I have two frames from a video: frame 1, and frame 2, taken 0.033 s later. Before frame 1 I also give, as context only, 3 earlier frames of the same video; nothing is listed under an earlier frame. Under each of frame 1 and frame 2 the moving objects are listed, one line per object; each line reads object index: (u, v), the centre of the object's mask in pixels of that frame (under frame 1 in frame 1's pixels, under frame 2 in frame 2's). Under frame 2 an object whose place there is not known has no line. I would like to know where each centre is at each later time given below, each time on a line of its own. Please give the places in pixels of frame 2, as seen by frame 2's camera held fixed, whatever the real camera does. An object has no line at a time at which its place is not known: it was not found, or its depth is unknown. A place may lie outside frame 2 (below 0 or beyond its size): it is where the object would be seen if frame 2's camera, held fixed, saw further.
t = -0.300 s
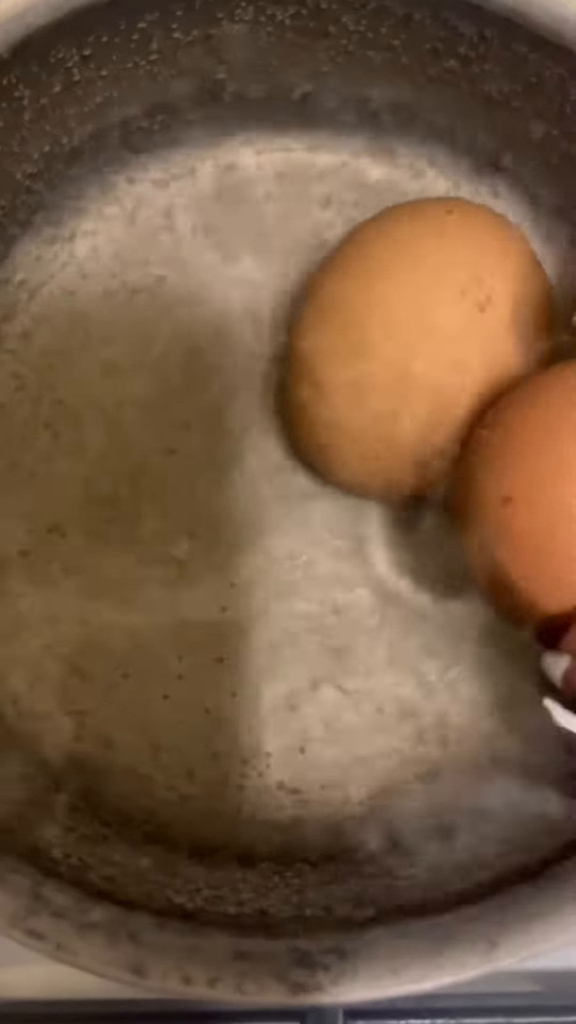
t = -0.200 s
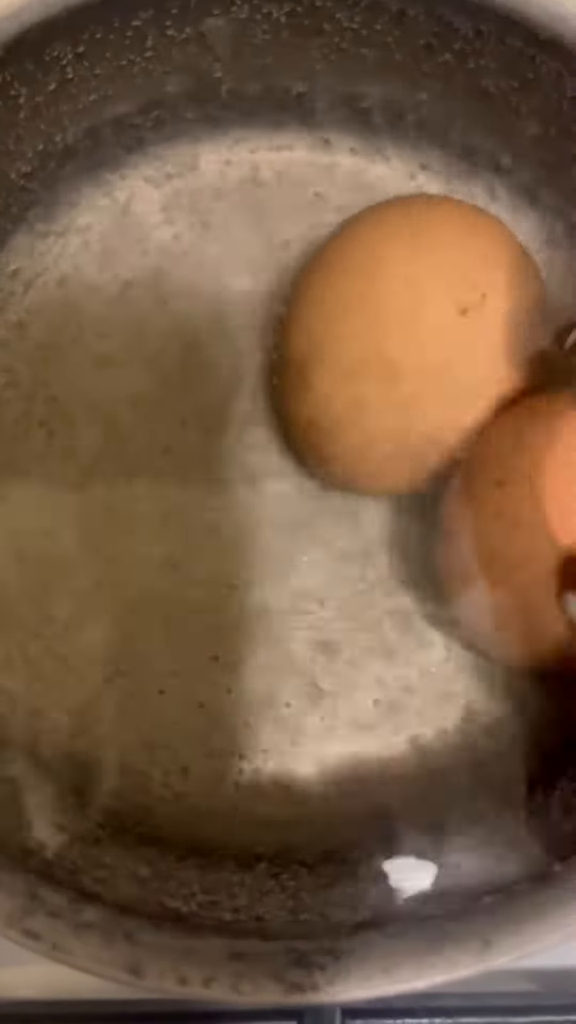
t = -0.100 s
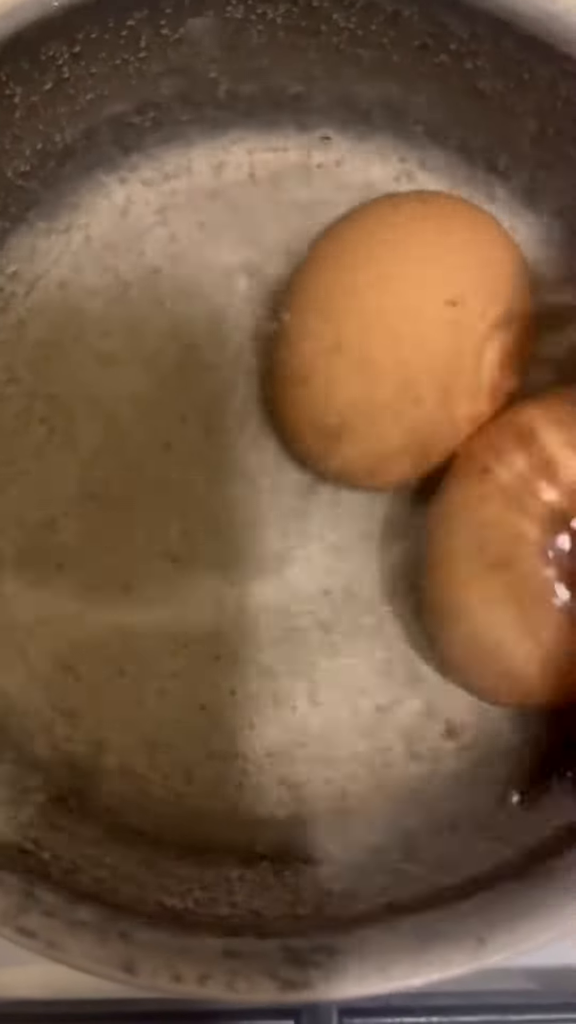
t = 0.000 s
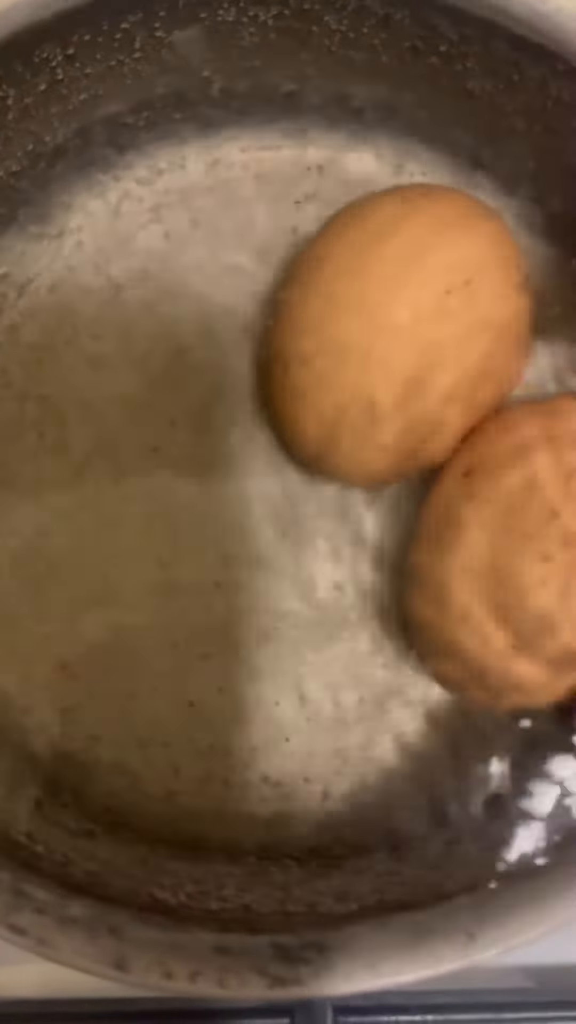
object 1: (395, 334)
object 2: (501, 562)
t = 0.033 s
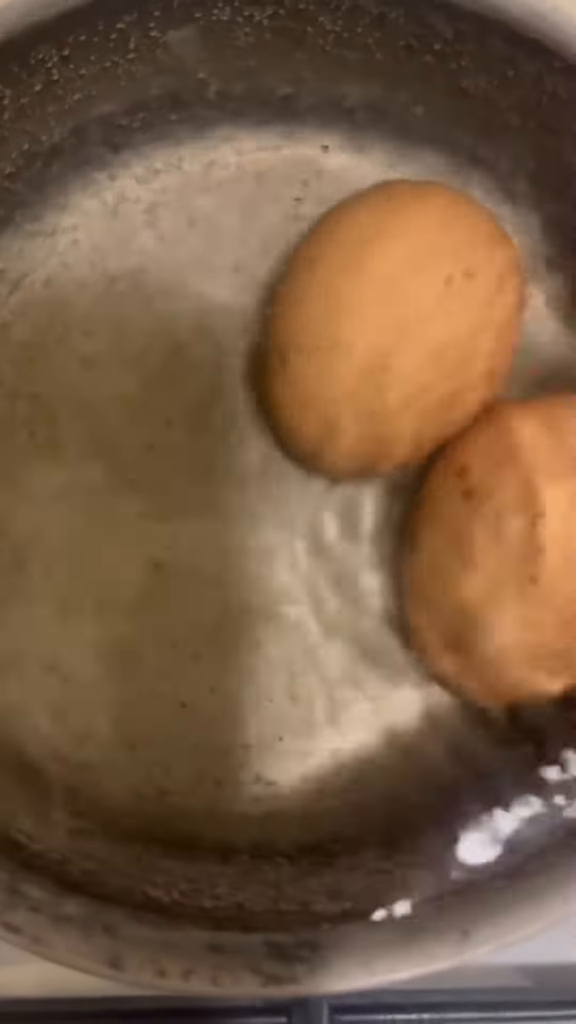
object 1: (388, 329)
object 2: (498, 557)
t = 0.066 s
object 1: (389, 326)
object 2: (501, 553)
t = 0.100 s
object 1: (392, 323)
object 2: (503, 548)
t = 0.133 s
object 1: (390, 324)
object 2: (512, 553)
